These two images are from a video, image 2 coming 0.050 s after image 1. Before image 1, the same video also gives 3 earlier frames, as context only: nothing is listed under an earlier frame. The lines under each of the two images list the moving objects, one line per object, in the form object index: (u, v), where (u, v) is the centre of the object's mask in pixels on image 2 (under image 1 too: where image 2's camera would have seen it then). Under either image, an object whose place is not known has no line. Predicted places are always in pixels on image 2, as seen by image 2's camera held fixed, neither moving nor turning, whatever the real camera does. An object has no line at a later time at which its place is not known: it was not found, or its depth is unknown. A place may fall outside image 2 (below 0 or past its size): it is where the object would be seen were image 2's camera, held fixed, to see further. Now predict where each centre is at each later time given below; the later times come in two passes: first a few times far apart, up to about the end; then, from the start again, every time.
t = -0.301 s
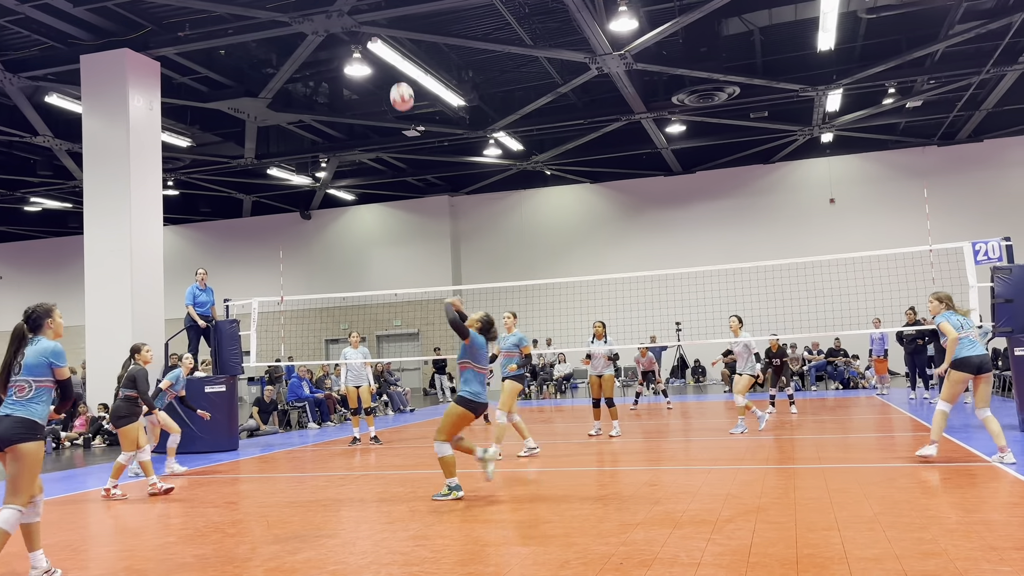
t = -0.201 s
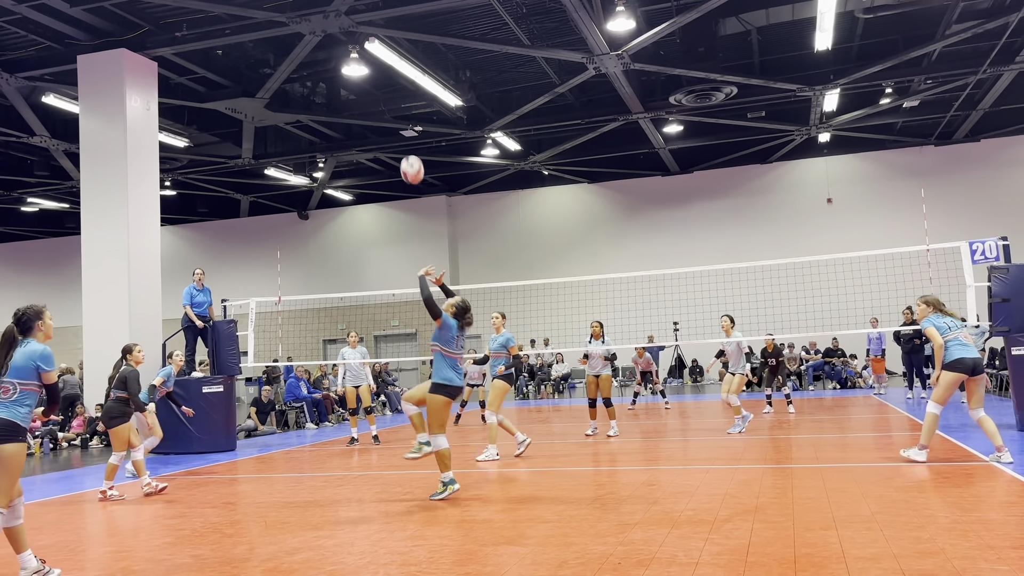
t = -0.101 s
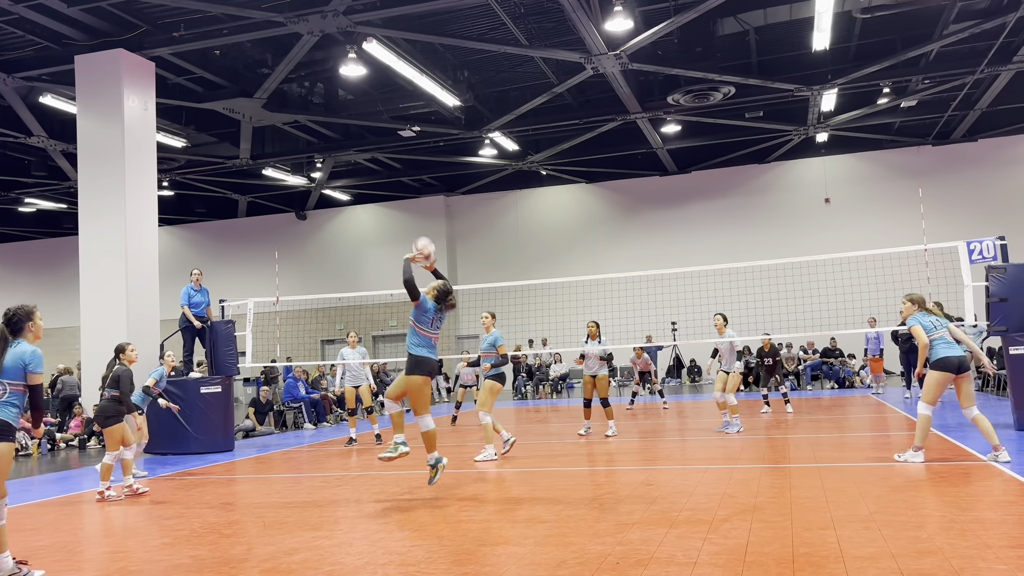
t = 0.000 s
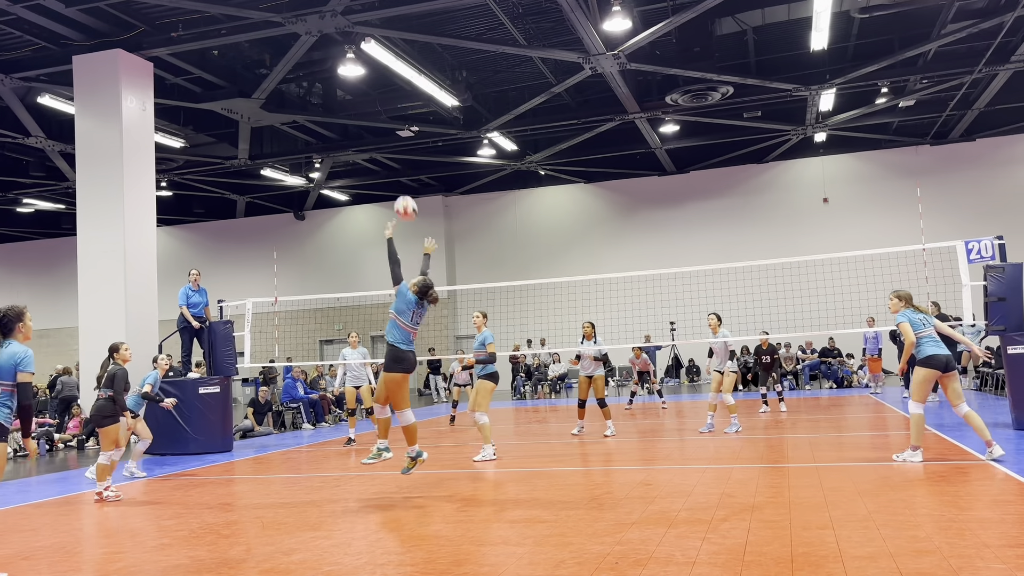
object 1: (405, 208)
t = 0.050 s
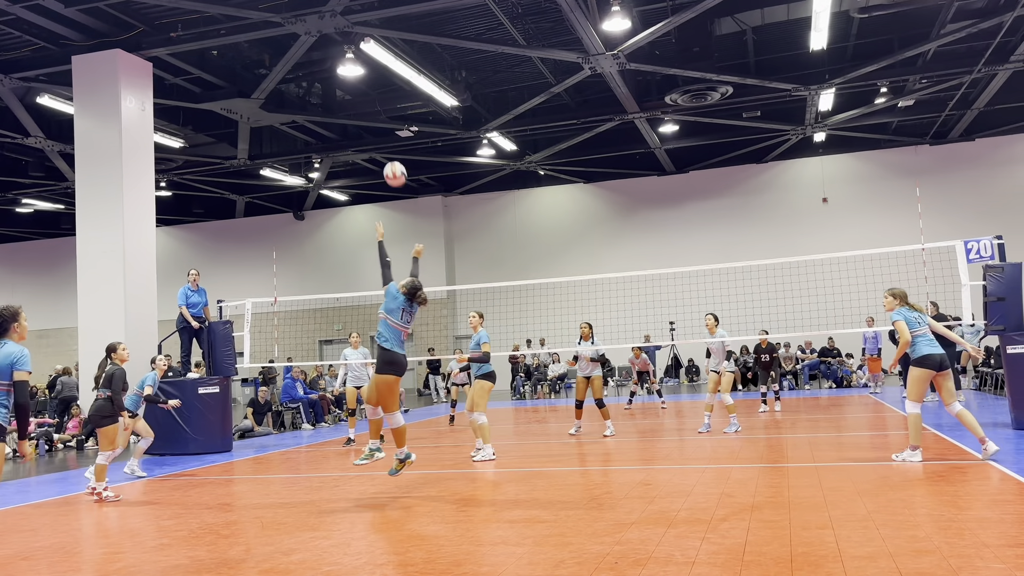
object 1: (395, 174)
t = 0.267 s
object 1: (356, 67)
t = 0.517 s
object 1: (322, 17)
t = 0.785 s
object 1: (294, 30)
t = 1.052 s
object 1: (273, 96)
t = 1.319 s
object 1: (256, 206)
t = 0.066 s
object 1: (392, 164)
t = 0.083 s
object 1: (389, 153)
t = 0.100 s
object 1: (386, 143)
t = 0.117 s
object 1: (382, 134)
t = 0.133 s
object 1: (379, 125)
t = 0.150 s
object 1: (376, 117)
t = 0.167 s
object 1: (373, 108)
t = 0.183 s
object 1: (370, 101)
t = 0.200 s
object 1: (367, 93)
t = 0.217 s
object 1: (364, 86)
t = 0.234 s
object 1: (362, 80)
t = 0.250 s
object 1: (359, 74)
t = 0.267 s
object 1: (356, 67)
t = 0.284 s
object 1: (353, 61)
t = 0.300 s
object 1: (351, 56)
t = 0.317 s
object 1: (348, 51)
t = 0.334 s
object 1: (346, 47)
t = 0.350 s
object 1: (344, 43)
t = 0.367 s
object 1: (341, 39)
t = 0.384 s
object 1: (339, 36)
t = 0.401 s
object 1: (337, 32)
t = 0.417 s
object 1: (334, 29)
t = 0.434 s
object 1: (332, 27)
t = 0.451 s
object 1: (330, 24)
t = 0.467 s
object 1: (328, 22)
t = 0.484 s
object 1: (326, 20)
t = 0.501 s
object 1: (324, 19)
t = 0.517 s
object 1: (322, 17)
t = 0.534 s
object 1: (320, 16)
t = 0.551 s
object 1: (318, 16)
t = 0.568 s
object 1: (316, 15)
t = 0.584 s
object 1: (314, 15)
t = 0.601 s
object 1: (313, 15)
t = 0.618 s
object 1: (311, 15)
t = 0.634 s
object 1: (309, 15)
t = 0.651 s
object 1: (307, 16)
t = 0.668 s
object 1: (305, 17)
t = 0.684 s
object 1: (304, 18)
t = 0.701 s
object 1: (302, 20)
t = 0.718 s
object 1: (300, 21)
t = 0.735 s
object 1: (299, 23)
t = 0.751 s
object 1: (297, 25)
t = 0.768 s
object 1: (296, 27)
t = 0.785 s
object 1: (294, 30)
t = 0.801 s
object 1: (292, 33)
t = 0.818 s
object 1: (291, 36)
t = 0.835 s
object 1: (290, 39)
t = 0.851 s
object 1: (288, 42)
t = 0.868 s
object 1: (287, 45)
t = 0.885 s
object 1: (285, 49)
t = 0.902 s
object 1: (284, 53)
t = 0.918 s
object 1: (283, 57)
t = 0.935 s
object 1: (281, 61)
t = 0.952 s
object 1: (280, 66)
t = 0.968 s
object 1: (279, 70)
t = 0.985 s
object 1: (277, 75)
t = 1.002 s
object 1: (276, 80)
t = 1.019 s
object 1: (275, 85)
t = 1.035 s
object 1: (274, 91)
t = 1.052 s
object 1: (273, 96)
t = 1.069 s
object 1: (272, 102)
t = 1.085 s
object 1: (270, 108)
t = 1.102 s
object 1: (269, 114)
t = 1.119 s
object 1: (268, 120)
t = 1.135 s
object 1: (267, 126)
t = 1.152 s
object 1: (266, 133)
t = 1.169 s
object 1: (265, 139)
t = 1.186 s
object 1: (264, 146)
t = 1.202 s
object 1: (263, 153)
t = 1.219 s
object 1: (262, 160)
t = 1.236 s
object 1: (261, 167)
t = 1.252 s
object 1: (260, 175)
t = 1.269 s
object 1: (259, 183)
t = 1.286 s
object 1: (258, 190)
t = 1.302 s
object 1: (257, 198)
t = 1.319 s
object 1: (256, 206)
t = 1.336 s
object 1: (256, 214)
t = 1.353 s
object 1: (255, 222)
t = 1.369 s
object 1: (254, 230)
